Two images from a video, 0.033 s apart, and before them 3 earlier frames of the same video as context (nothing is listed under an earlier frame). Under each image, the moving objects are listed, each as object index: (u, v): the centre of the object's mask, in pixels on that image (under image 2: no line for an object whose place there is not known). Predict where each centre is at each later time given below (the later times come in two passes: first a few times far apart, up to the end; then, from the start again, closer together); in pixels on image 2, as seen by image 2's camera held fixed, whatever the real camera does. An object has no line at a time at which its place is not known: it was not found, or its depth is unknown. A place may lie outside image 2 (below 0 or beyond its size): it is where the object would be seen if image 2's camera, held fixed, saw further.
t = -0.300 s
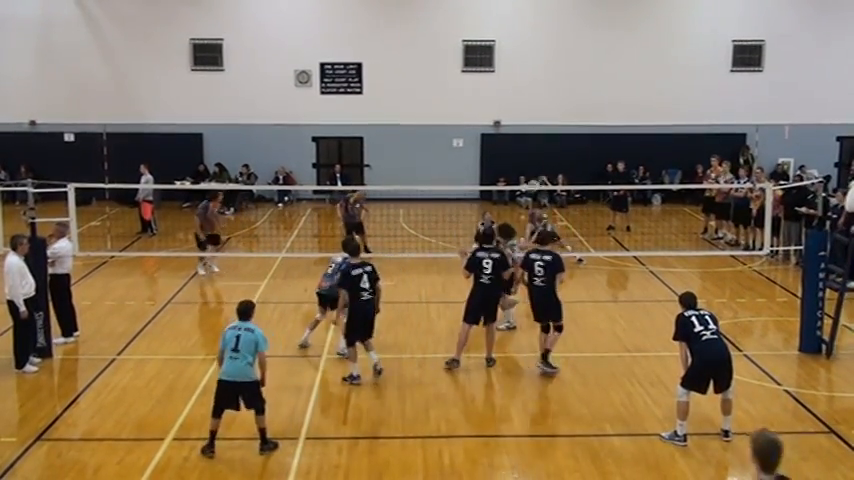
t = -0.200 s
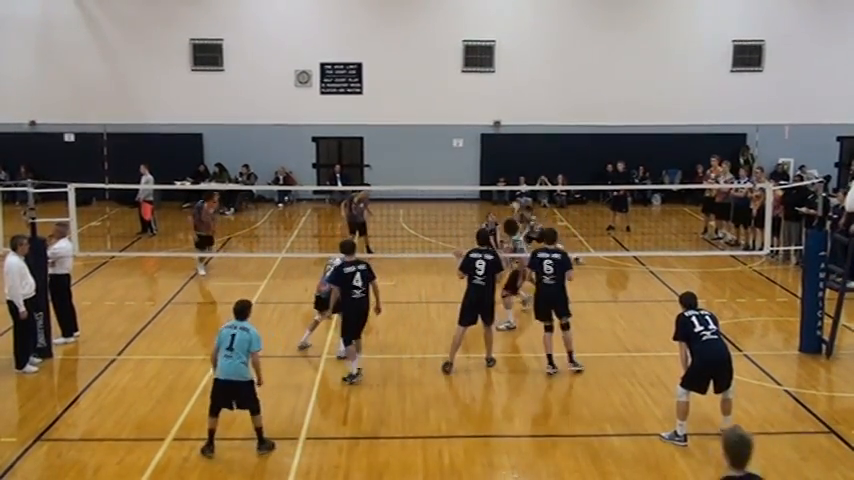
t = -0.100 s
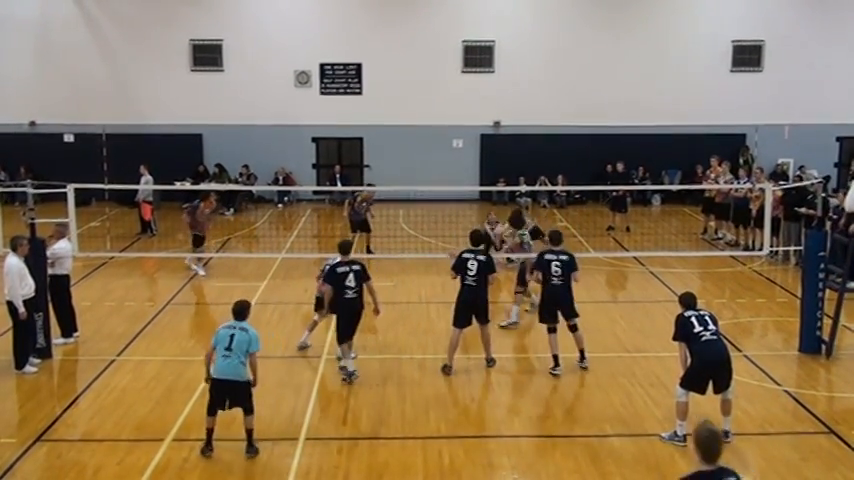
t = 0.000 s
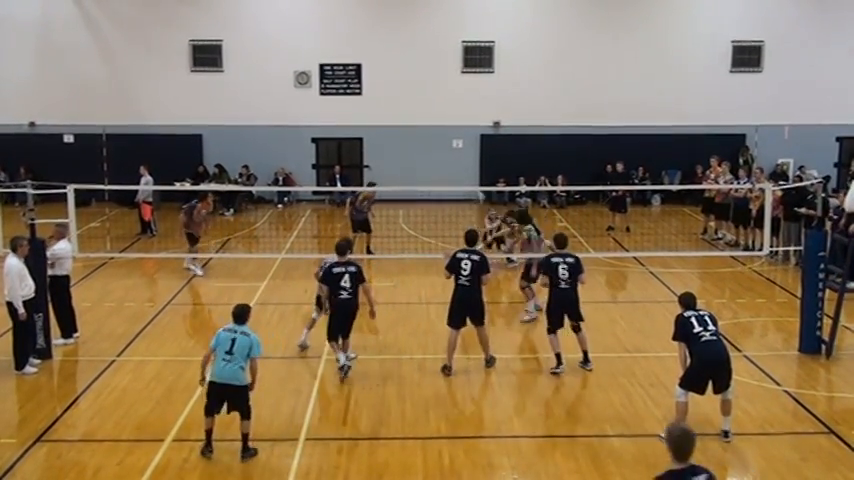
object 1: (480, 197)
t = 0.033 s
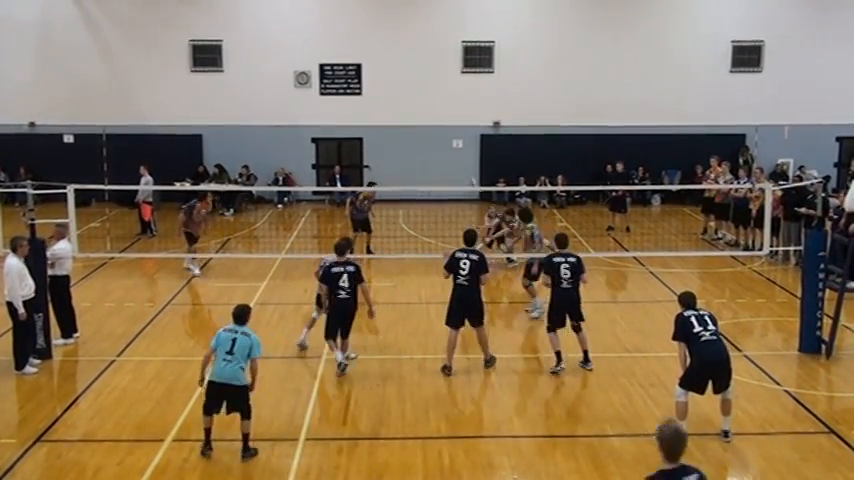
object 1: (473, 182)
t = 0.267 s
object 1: (430, 111)
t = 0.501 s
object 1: (386, 62)
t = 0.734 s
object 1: (339, 40)
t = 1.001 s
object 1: (287, 53)
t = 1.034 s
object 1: (281, 57)
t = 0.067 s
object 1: (465, 172)
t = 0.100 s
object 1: (461, 161)
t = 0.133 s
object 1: (455, 149)
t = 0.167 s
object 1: (449, 139)
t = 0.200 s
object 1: (443, 129)
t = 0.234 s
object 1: (436, 120)
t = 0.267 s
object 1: (430, 111)
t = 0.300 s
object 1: (424, 102)
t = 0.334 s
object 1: (417, 94)
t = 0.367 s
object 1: (411, 86)
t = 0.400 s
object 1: (404, 80)
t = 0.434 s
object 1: (398, 73)
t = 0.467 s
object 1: (391, 67)
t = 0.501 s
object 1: (386, 62)
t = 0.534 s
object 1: (379, 57)
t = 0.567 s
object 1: (373, 53)
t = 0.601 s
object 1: (366, 49)
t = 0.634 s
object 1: (359, 46)
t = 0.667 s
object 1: (353, 44)
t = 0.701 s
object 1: (346, 42)
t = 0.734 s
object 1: (339, 40)
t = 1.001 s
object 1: (287, 53)
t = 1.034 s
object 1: (281, 57)
